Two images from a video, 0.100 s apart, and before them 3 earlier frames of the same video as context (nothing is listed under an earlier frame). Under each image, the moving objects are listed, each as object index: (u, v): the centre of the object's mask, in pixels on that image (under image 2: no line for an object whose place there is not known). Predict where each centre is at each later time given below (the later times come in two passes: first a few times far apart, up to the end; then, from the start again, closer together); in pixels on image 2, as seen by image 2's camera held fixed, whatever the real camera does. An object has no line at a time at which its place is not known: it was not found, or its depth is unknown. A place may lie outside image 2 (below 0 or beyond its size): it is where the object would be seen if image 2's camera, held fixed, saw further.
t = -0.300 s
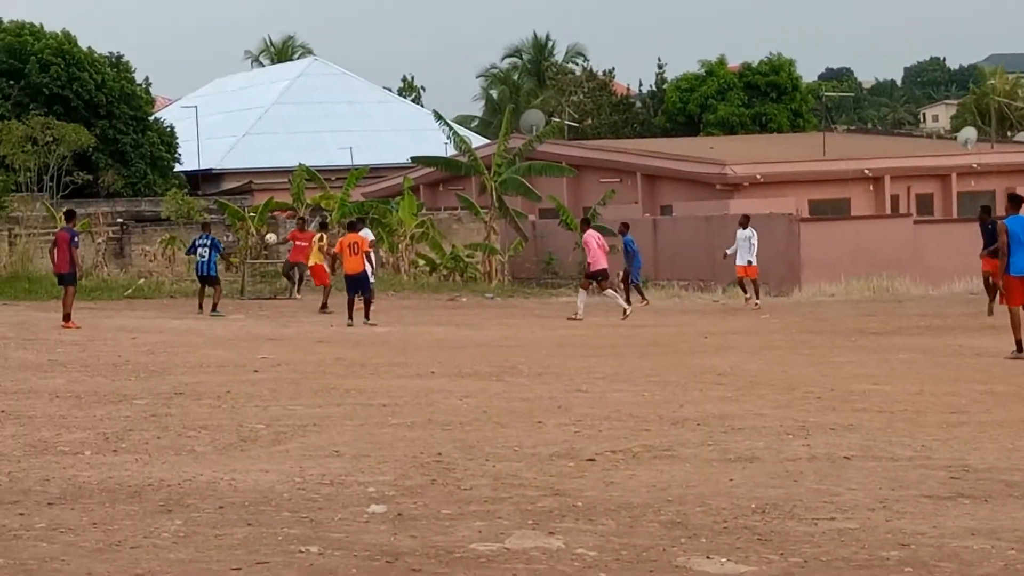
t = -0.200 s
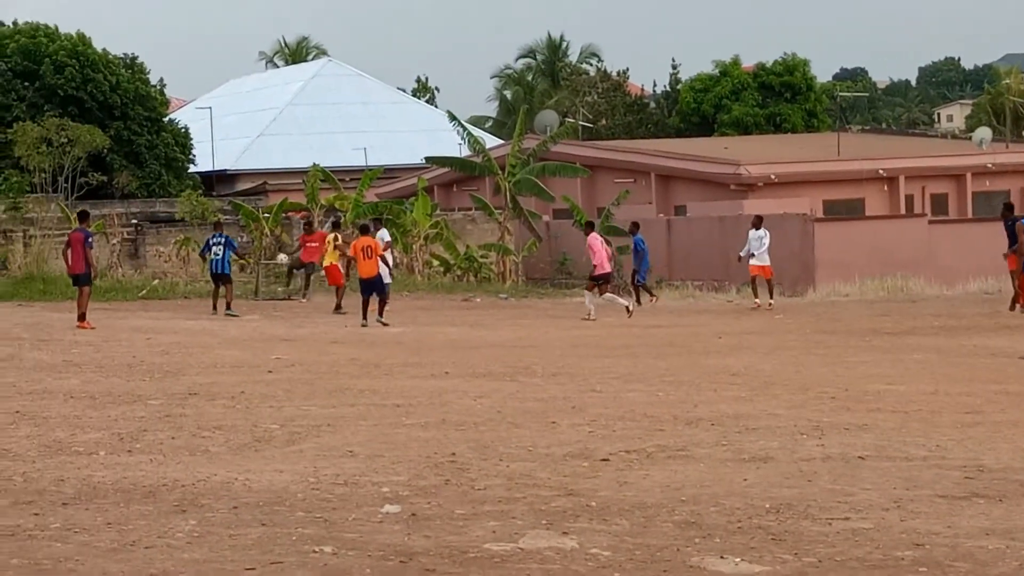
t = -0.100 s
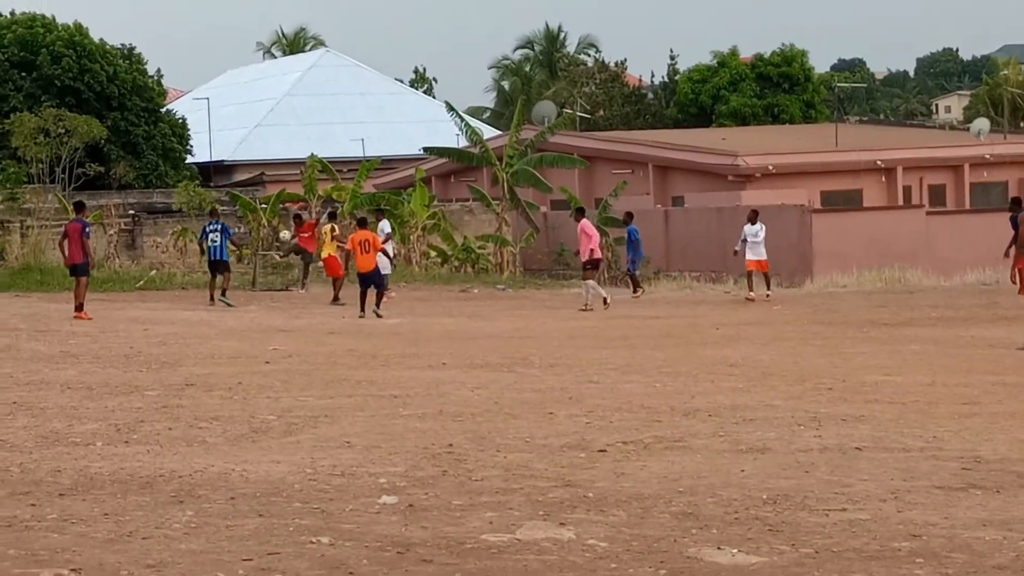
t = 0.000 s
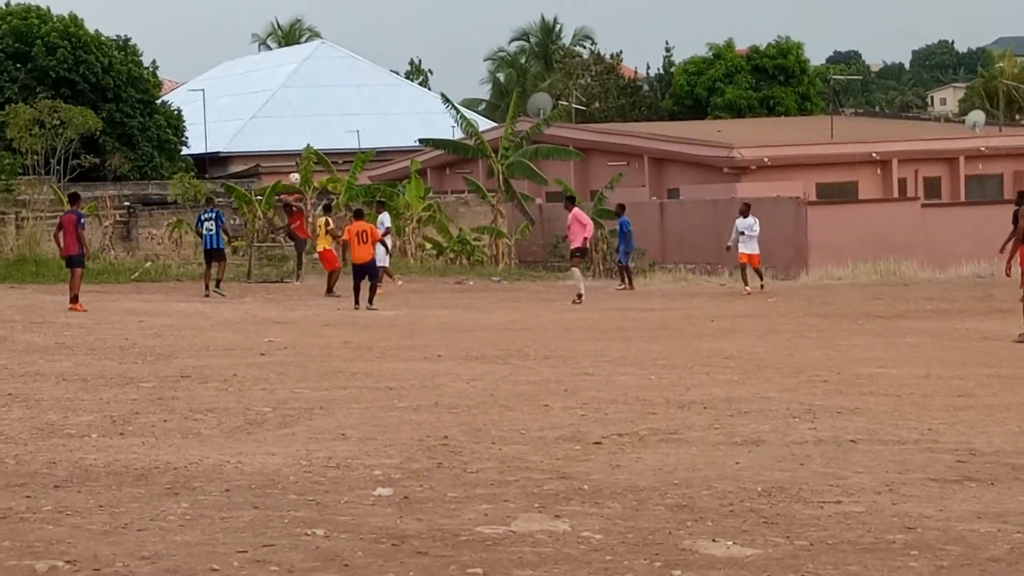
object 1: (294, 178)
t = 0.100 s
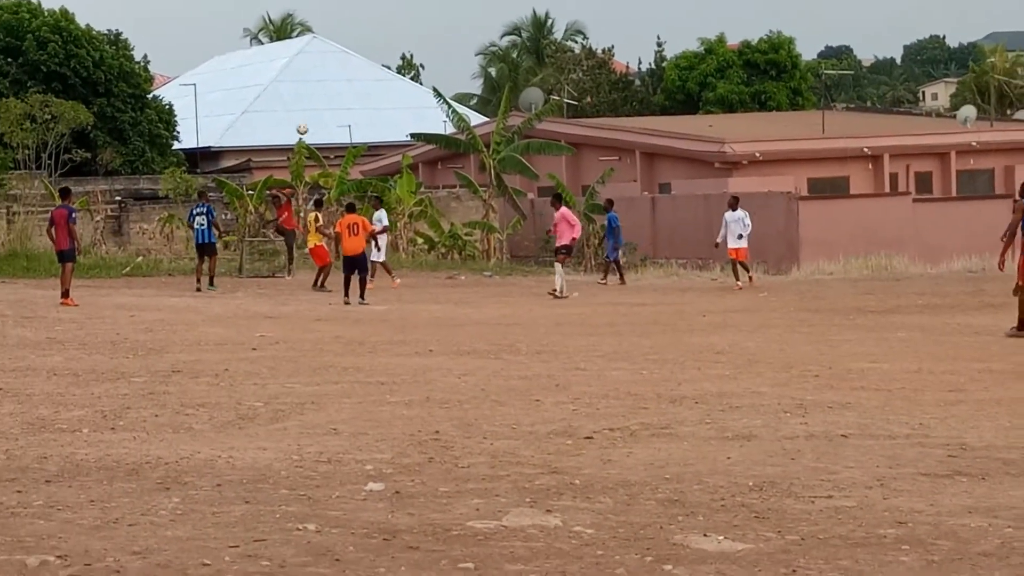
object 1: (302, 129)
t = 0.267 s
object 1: (332, 64)
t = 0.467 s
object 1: (373, 4)
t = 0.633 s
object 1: (408, -31)
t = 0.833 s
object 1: (456, -51)
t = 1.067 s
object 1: (523, -38)
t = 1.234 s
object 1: (577, -3)
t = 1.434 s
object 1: (647, 70)
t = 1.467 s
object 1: (659, 87)
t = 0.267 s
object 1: (332, 64)
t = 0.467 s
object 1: (373, 4)
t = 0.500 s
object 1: (379, -4)
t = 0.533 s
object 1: (386, -12)
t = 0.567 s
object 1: (394, -19)
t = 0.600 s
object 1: (401, -26)
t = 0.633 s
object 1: (408, -31)
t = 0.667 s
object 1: (416, -36)
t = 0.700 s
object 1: (424, -41)
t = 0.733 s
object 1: (431, -44)
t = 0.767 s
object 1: (439, -47)
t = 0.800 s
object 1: (448, -49)
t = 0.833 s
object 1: (456, -51)
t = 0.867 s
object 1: (465, -52)
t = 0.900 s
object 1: (474, -52)
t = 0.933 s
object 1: (484, -50)
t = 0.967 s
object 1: (493, -49)
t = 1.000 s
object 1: (503, -46)
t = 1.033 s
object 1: (513, -43)
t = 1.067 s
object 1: (523, -38)
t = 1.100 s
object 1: (534, -34)
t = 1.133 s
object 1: (544, -29)
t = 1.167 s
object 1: (555, -21)
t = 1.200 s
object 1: (566, -12)
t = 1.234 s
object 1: (577, -3)
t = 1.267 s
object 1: (588, 6)
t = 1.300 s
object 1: (600, 17)
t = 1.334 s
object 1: (611, 29)
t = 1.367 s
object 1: (622, 41)
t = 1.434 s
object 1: (647, 70)
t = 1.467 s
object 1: (659, 87)
